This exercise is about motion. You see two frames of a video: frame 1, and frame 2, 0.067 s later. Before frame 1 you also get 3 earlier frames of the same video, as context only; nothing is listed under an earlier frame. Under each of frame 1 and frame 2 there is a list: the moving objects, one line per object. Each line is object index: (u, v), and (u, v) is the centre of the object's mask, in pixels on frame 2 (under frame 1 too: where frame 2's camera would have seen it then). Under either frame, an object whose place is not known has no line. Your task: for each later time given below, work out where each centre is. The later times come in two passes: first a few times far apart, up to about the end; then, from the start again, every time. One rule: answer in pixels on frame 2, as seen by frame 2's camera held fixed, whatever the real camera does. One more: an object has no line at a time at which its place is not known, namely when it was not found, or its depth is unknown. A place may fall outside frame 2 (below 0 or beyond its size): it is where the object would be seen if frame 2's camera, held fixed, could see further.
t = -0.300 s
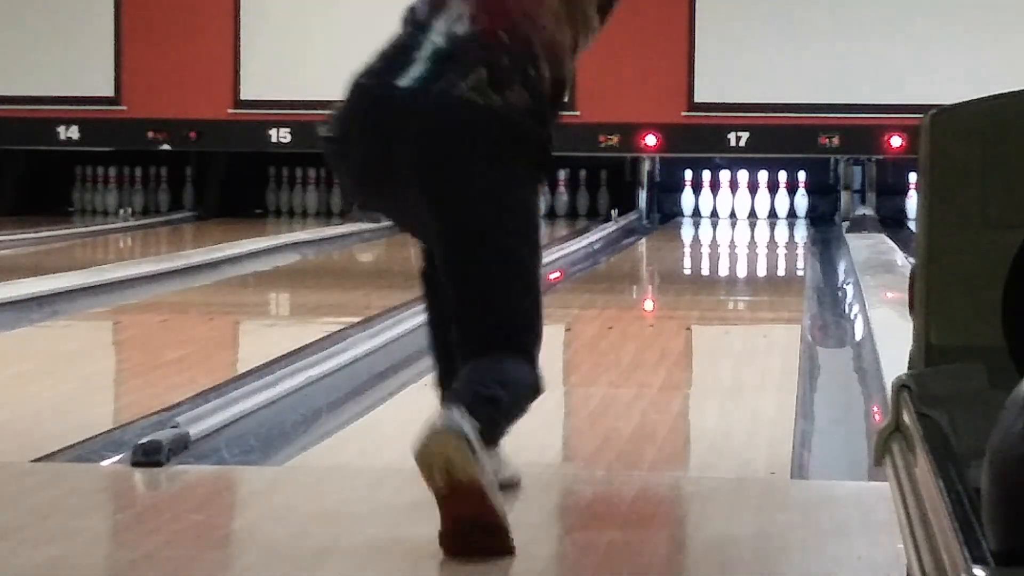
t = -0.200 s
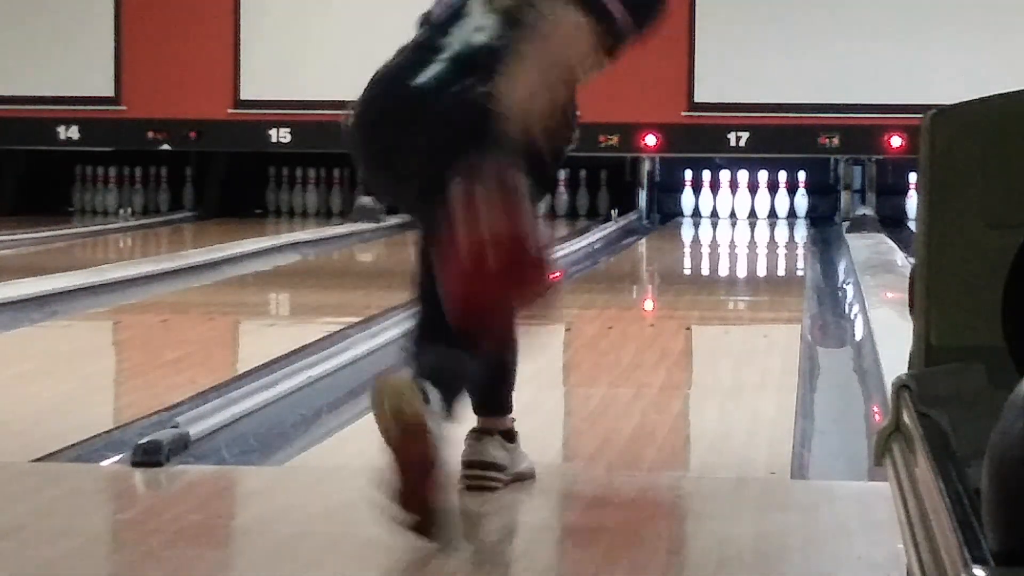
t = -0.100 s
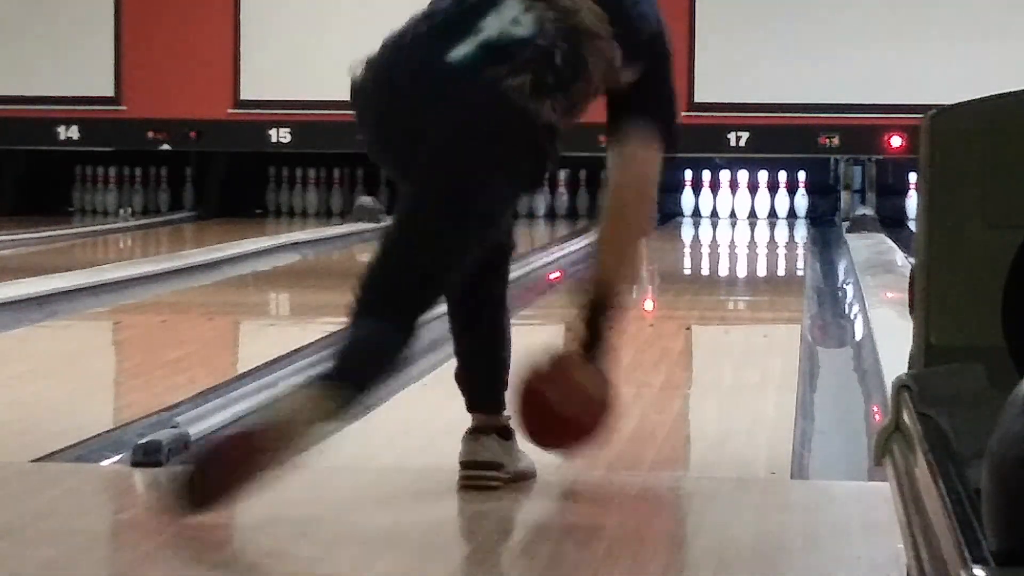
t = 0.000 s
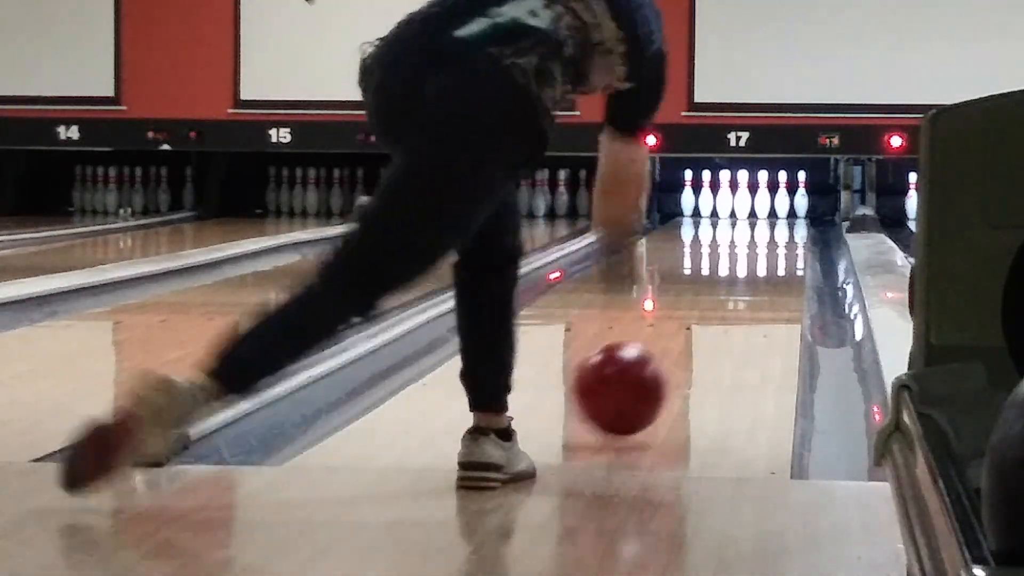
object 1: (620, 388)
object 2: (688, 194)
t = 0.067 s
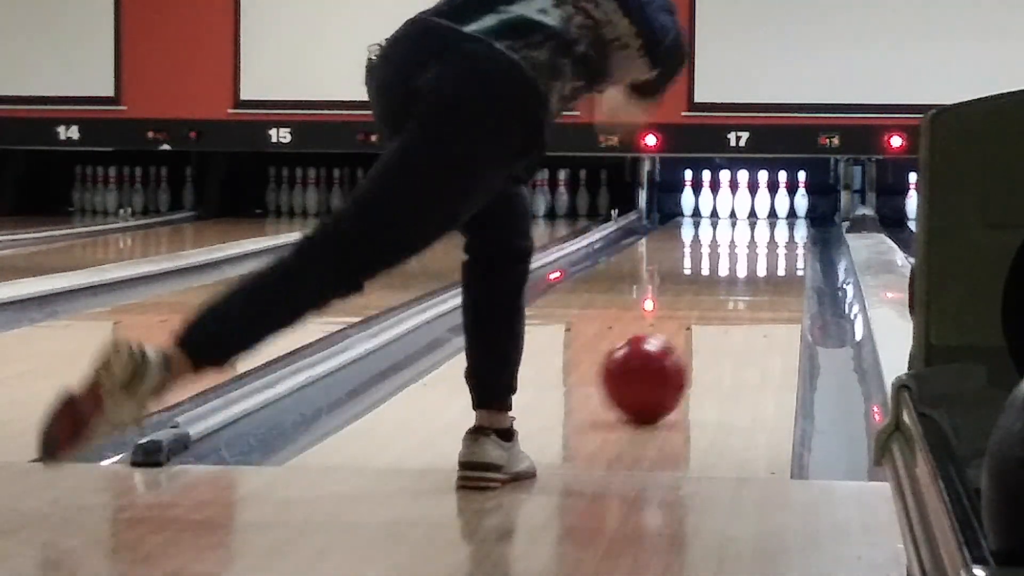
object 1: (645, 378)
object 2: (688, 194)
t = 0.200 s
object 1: (684, 347)
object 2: (688, 194)
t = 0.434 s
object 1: (732, 306)
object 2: (688, 194)
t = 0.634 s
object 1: (760, 281)
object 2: (688, 194)
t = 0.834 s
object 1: (781, 265)
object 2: (688, 194)
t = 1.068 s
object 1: (797, 250)
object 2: (688, 194)
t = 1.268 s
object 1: (804, 239)
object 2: (688, 194)
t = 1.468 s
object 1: (805, 231)
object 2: (688, 194)
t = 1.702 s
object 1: (798, 222)
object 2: (688, 194)
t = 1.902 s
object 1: (787, 216)
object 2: (688, 194)
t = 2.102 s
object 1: (773, 211)
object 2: (688, 195)
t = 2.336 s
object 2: (688, 194)
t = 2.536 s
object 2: (678, 191)
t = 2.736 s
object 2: (671, 204)
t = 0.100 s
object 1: (655, 370)
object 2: (688, 194)
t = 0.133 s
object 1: (665, 363)
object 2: (688, 194)
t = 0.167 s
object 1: (675, 355)
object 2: (688, 194)
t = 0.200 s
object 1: (684, 347)
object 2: (688, 194)
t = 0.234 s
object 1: (692, 341)
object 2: (688, 194)
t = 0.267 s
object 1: (699, 335)
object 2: (688, 194)
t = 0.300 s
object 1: (707, 328)
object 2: (688, 194)
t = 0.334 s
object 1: (714, 322)
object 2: (688, 194)
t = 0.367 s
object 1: (720, 316)
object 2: (688, 194)
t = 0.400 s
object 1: (726, 311)
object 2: (688, 194)
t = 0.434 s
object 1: (732, 306)
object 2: (688, 194)
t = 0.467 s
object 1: (737, 302)
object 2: (688, 194)
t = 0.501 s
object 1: (743, 297)
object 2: (688, 194)
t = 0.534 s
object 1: (747, 292)
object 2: (688, 194)
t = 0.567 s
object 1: (752, 289)
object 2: (688, 200)
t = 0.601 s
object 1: (756, 285)
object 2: (690, 191)
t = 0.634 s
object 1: (760, 281)
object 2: (688, 194)
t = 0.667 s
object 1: (764, 278)
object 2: (688, 194)
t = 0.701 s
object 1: (768, 275)
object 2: (688, 194)
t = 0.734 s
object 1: (771, 272)
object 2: (688, 194)
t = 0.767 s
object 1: (775, 270)
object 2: (688, 194)
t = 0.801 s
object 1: (778, 267)
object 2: (688, 194)
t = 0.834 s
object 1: (781, 265)
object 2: (688, 194)
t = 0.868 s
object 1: (784, 263)
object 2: (688, 194)
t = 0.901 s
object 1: (787, 260)
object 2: (688, 194)
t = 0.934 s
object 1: (789, 258)
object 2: (688, 194)
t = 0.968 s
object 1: (791, 256)
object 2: (688, 194)
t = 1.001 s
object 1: (793, 254)
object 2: (688, 194)
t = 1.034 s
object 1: (795, 252)
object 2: (688, 194)
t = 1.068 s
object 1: (797, 250)
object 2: (688, 194)
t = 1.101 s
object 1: (799, 248)
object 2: (688, 194)
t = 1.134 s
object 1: (800, 246)
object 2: (688, 194)
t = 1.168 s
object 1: (802, 244)
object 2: (688, 194)
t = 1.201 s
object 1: (803, 242)
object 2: (688, 194)
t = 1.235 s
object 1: (804, 241)
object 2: (688, 194)
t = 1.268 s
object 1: (804, 239)
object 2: (688, 194)
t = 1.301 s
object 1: (804, 238)
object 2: (688, 194)
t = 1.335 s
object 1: (805, 236)
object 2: (688, 194)
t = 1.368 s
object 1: (805, 235)
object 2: (688, 194)
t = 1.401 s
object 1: (805, 233)
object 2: (687, 201)
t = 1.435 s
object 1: (805, 232)
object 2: (688, 194)
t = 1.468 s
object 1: (805, 231)
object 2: (688, 194)
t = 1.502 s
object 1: (804, 230)
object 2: (688, 194)
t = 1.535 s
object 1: (804, 228)
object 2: (688, 194)
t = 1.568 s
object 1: (803, 227)
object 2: (688, 194)
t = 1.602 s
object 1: (802, 225)
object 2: (688, 194)
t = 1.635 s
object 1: (801, 224)
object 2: (688, 194)
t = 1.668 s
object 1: (800, 223)
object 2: (688, 194)
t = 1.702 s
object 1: (798, 222)
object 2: (688, 194)
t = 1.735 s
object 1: (797, 221)
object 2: (688, 194)
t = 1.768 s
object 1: (795, 220)
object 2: (688, 194)
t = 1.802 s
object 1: (793, 219)
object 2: (688, 194)
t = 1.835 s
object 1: (791, 218)
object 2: (688, 194)
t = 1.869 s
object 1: (789, 217)
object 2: (688, 194)
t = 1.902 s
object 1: (787, 216)
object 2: (688, 194)
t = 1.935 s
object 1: (785, 215)
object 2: (688, 194)
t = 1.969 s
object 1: (783, 214)
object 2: (688, 194)
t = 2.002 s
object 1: (782, 214)
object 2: (688, 194)
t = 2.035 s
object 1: (780, 213)
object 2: (688, 194)
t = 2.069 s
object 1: (777, 212)
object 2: (688, 194)
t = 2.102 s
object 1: (773, 211)
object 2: (688, 195)
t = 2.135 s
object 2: (688, 194)
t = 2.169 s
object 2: (688, 194)
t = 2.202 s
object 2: (688, 194)
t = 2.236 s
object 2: (688, 194)
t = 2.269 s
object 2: (688, 194)
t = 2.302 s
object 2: (688, 194)
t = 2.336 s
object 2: (688, 194)
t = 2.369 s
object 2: (686, 194)
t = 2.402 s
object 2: (688, 194)
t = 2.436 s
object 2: (688, 194)
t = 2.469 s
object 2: (688, 194)
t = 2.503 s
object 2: (687, 192)
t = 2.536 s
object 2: (678, 191)
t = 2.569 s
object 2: (672, 193)
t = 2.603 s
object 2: (666, 195)
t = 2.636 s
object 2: (660, 199)
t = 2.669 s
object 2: (661, 200)
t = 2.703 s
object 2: (666, 202)
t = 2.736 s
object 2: (671, 204)
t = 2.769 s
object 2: (674, 207)
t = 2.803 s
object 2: (674, 209)
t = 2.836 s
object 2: (673, 209)
